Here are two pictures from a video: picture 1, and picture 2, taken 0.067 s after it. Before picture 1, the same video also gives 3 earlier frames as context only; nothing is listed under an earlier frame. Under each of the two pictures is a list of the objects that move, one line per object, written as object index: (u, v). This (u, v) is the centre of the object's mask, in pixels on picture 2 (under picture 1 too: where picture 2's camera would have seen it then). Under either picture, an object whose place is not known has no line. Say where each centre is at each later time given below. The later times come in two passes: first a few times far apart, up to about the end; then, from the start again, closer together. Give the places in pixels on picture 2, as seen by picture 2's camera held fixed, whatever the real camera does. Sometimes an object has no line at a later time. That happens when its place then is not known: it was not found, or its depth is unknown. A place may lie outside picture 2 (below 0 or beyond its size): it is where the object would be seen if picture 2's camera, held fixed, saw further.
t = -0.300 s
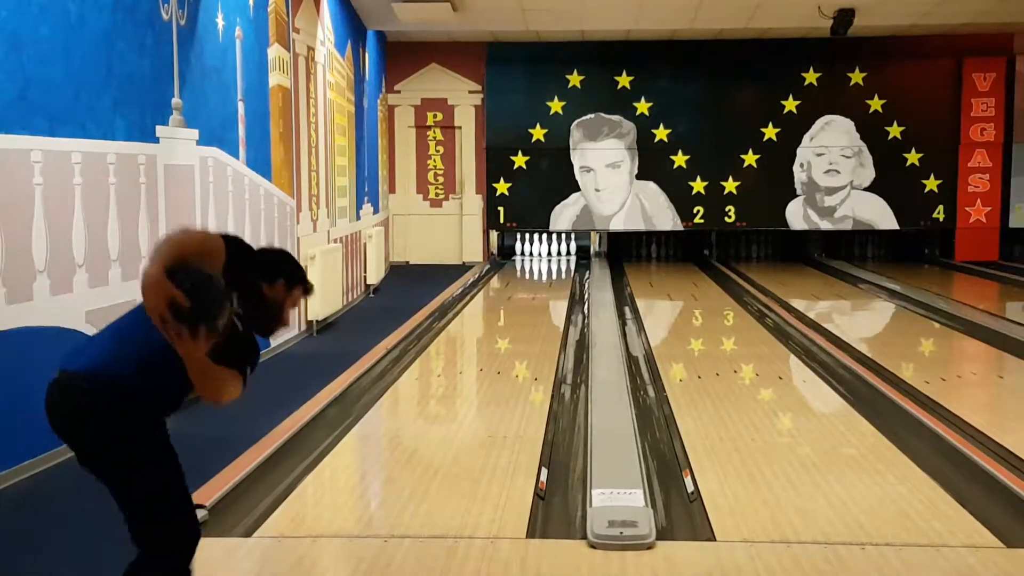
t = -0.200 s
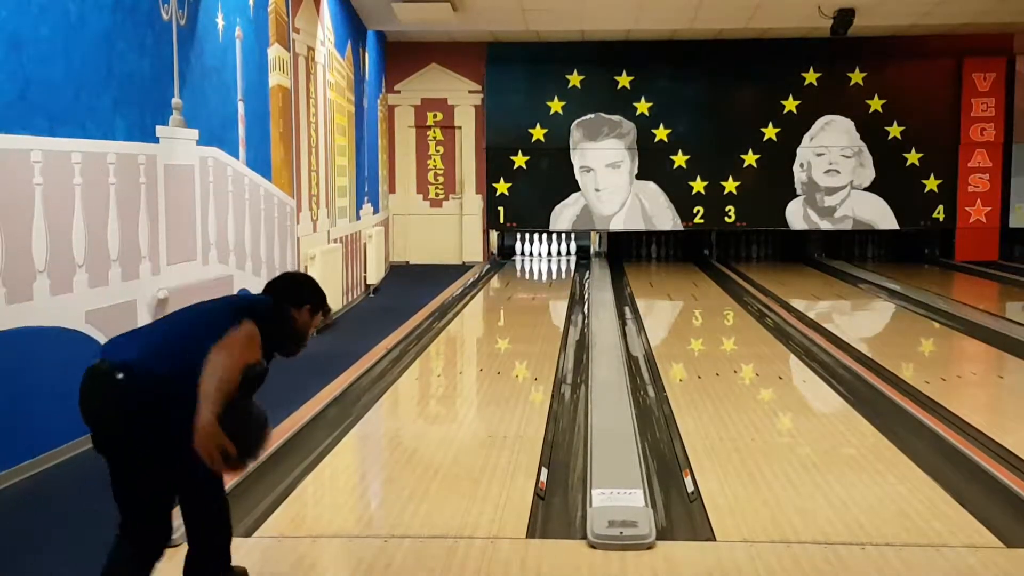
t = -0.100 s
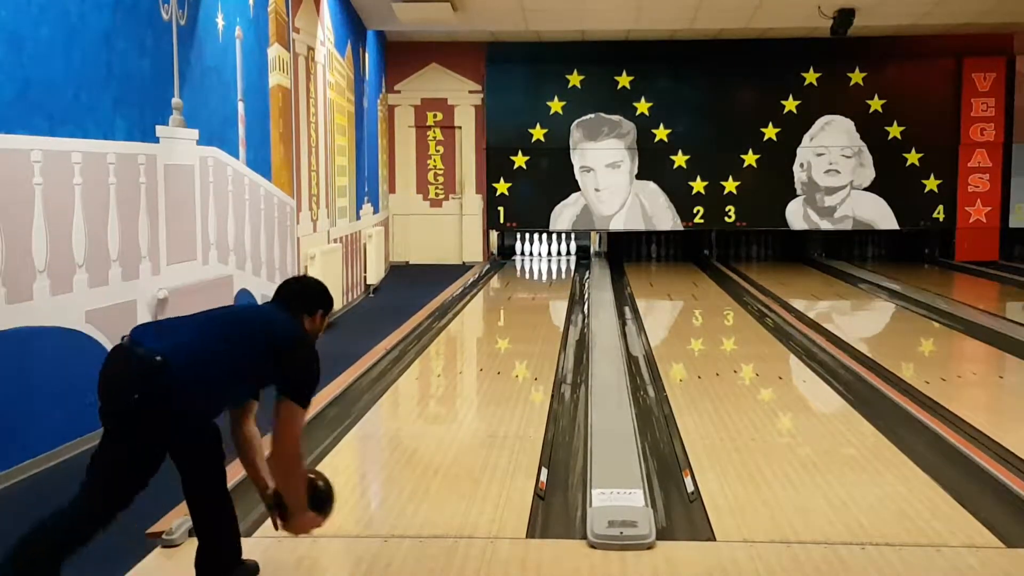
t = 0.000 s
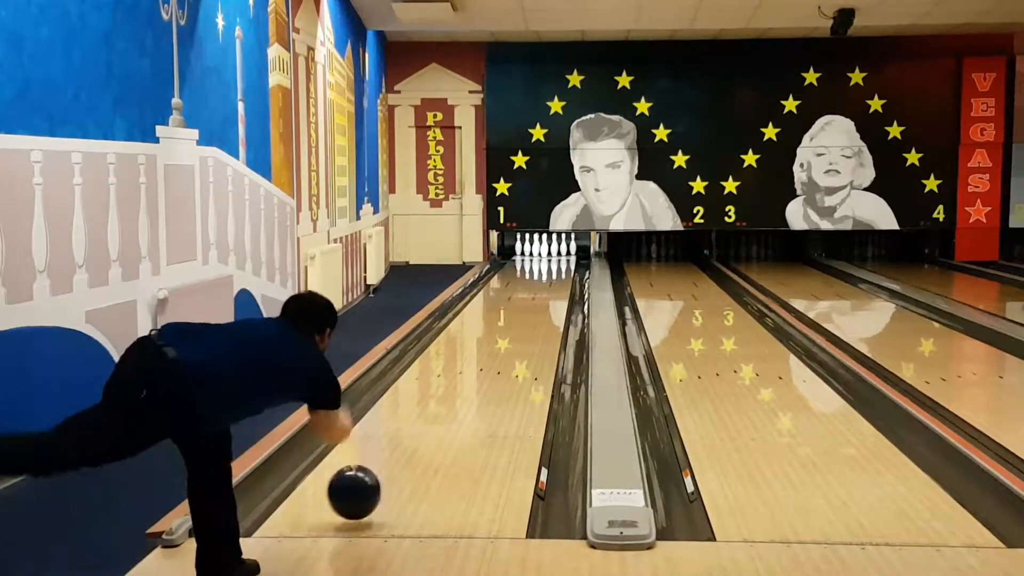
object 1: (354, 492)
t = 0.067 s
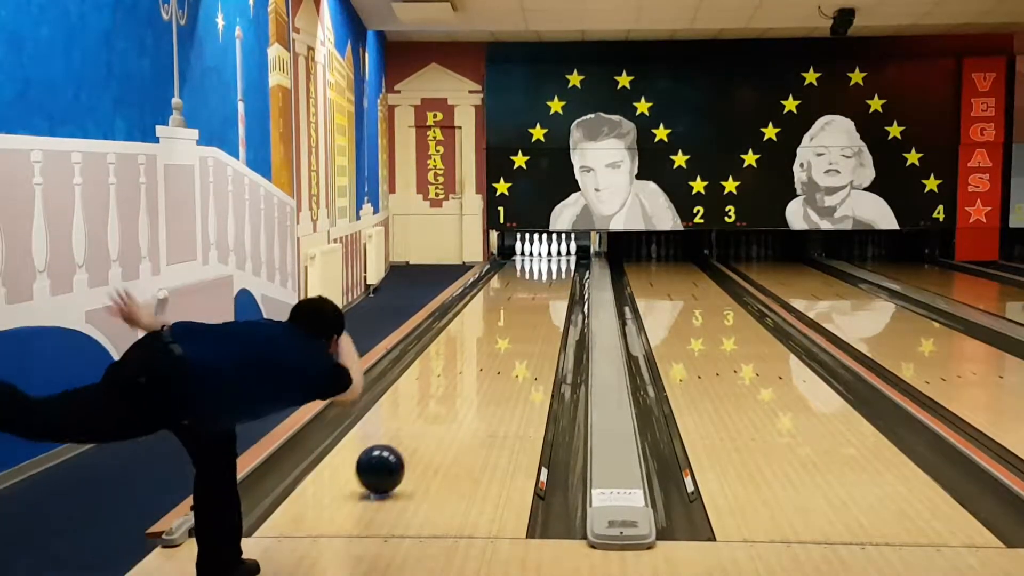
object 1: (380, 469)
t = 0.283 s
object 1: (438, 413)
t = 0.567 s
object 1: (489, 359)
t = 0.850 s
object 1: (518, 326)
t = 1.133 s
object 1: (538, 303)
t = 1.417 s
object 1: (552, 286)
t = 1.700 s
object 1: (560, 274)
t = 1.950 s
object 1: (560, 265)
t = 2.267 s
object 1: (554, 256)
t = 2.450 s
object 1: (550, 252)
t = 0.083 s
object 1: (386, 464)
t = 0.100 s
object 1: (391, 459)
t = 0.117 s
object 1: (397, 455)
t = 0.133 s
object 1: (402, 450)
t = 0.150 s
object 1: (407, 444)
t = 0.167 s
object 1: (412, 439)
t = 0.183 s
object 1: (416, 435)
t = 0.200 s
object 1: (420, 430)
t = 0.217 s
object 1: (425, 426)
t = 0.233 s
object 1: (429, 422)
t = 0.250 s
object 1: (433, 417)
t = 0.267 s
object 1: (437, 413)
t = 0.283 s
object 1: (438, 413)
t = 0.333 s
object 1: (451, 399)
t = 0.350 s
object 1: (454, 395)
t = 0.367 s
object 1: (457, 391)
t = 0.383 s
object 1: (460, 388)
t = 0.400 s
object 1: (463, 385)
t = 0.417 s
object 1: (466, 382)
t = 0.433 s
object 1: (469, 379)
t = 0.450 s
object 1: (472, 376)
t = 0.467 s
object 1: (474, 374)
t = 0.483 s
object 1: (477, 371)
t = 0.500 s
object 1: (479, 368)
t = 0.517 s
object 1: (482, 366)
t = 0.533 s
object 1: (484, 363)
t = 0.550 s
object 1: (486, 361)
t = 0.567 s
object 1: (489, 359)
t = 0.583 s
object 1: (490, 357)
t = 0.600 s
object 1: (493, 354)
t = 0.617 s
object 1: (495, 352)
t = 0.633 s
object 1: (497, 350)
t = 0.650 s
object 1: (499, 348)
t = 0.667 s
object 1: (501, 346)
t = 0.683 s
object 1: (502, 344)
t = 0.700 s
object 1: (504, 342)
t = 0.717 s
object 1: (506, 340)
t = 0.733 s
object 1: (507, 338)
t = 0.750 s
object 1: (509, 336)
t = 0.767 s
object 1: (511, 335)
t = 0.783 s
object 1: (512, 333)
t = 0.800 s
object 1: (514, 331)
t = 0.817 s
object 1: (515, 329)
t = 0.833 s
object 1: (517, 328)
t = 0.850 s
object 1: (518, 326)
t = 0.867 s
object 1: (520, 324)
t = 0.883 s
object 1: (521, 323)
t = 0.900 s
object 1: (523, 321)
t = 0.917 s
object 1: (524, 320)
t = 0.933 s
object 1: (525, 318)
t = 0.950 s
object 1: (526, 317)
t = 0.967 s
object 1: (528, 316)
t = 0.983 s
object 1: (529, 314)
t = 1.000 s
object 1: (530, 313)
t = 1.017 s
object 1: (531, 312)
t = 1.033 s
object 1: (532, 310)
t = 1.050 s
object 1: (533, 309)
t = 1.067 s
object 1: (534, 308)
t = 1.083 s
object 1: (535, 307)
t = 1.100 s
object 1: (537, 306)
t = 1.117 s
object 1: (537, 304)
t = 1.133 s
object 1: (538, 303)
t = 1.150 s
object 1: (539, 302)
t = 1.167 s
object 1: (540, 301)
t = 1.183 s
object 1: (541, 300)
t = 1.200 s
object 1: (542, 299)
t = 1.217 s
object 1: (543, 298)
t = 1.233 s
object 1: (544, 297)
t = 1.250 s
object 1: (545, 296)
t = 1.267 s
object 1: (546, 295)
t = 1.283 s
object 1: (546, 294)
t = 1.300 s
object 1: (547, 292)
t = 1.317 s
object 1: (548, 292)
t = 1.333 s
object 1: (549, 291)
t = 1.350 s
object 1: (549, 291)
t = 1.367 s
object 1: (550, 289)
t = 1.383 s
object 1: (551, 288)
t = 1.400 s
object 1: (552, 287)
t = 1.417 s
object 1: (552, 286)
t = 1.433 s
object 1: (553, 286)
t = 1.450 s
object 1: (553, 285)
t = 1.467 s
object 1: (554, 284)
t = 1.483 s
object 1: (554, 283)
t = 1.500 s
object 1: (555, 282)
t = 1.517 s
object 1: (555, 282)
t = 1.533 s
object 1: (556, 281)
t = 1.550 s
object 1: (556, 280)
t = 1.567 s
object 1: (557, 279)
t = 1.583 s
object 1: (557, 279)
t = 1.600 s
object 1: (558, 278)
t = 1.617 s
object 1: (558, 277)
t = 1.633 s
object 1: (558, 276)
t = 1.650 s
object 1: (559, 276)
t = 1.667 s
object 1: (559, 275)
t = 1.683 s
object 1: (559, 274)
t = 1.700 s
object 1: (560, 274)
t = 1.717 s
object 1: (560, 273)
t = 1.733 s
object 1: (560, 272)
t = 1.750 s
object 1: (560, 272)
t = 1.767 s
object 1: (560, 271)
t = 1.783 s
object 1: (561, 271)
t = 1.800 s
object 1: (560, 270)
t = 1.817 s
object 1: (560, 269)
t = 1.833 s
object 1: (560, 269)
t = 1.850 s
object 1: (560, 268)
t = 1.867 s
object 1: (561, 267)
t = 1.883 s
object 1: (561, 267)
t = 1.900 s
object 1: (560, 266)
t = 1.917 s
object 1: (560, 266)
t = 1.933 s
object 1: (560, 265)
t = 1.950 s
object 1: (560, 265)
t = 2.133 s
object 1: (556, 260)
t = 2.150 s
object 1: (556, 259)
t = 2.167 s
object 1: (556, 259)
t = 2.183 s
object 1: (555, 258)
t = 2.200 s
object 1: (555, 258)
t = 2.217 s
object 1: (555, 257)
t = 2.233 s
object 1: (554, 257)
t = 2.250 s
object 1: (554, 257)
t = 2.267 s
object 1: (554, 256)
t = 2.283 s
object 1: (553, 256)
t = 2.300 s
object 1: (553, 256)
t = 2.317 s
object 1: (553, 255)
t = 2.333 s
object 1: (552, 255)
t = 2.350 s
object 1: (552, 254)
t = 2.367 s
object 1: (551, 254)
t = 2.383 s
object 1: (551, 254)
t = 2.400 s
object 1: (551, 253)
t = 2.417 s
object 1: (551, 253)
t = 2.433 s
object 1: (550, 253)
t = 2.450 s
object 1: (550, 252)
